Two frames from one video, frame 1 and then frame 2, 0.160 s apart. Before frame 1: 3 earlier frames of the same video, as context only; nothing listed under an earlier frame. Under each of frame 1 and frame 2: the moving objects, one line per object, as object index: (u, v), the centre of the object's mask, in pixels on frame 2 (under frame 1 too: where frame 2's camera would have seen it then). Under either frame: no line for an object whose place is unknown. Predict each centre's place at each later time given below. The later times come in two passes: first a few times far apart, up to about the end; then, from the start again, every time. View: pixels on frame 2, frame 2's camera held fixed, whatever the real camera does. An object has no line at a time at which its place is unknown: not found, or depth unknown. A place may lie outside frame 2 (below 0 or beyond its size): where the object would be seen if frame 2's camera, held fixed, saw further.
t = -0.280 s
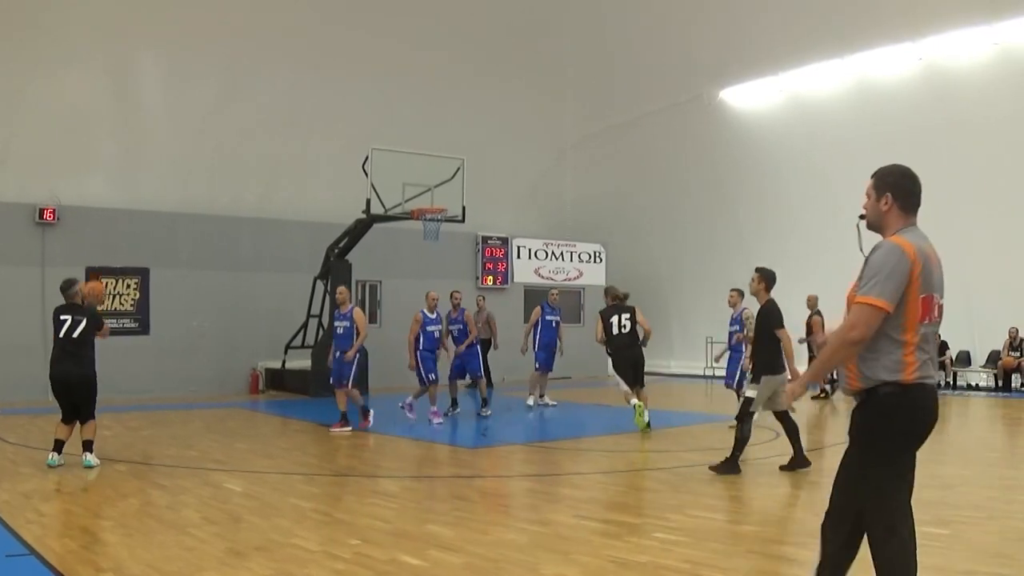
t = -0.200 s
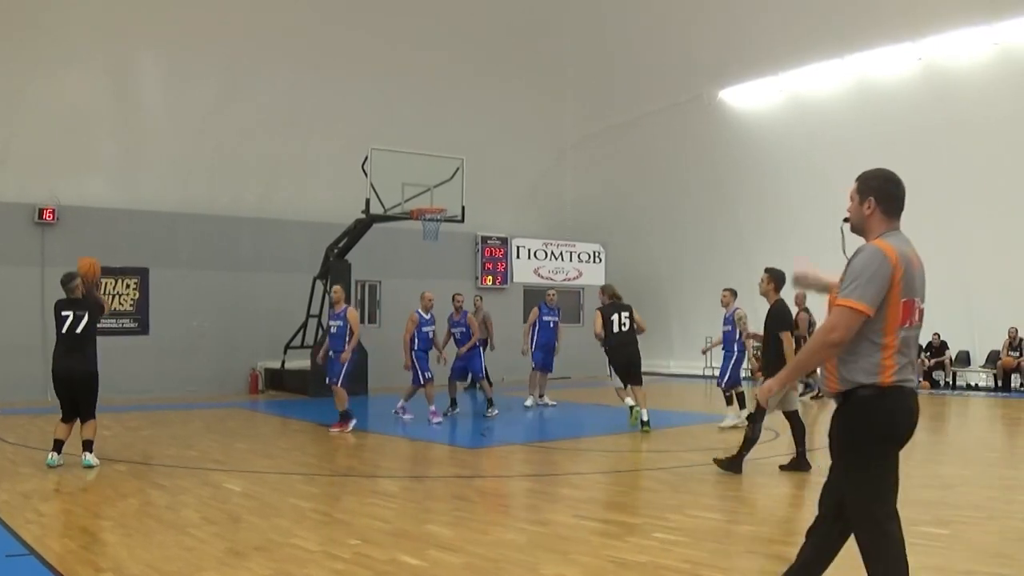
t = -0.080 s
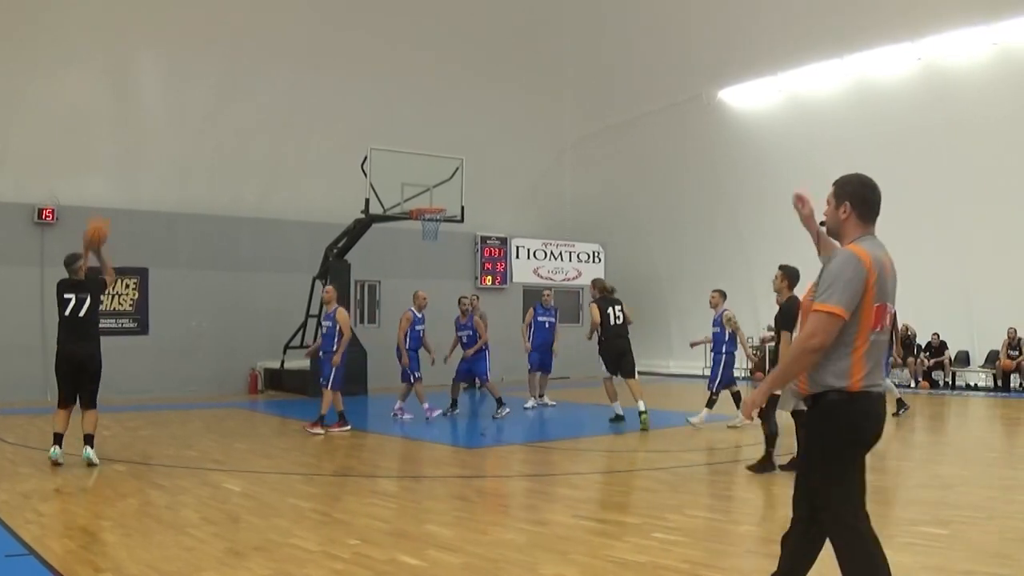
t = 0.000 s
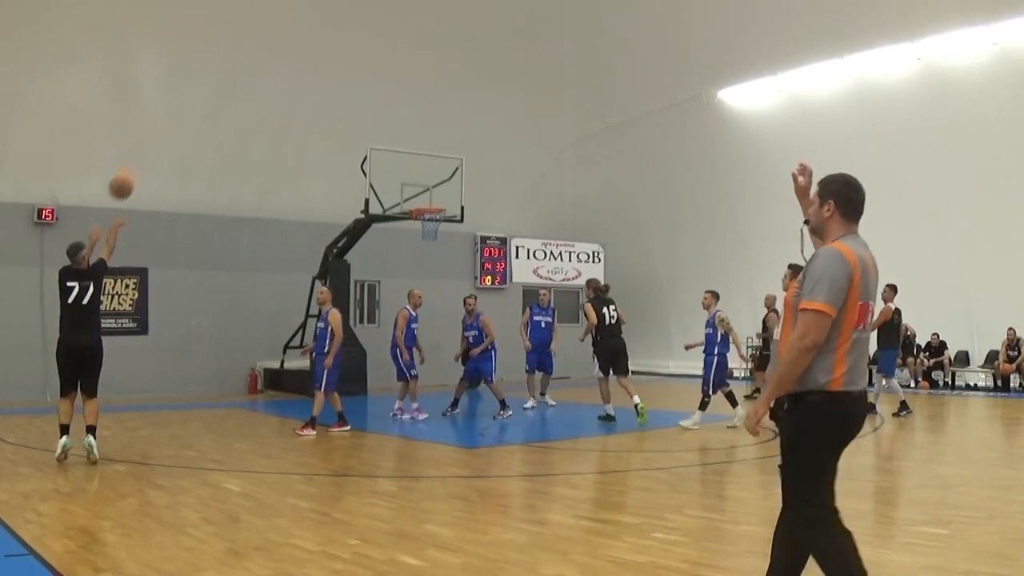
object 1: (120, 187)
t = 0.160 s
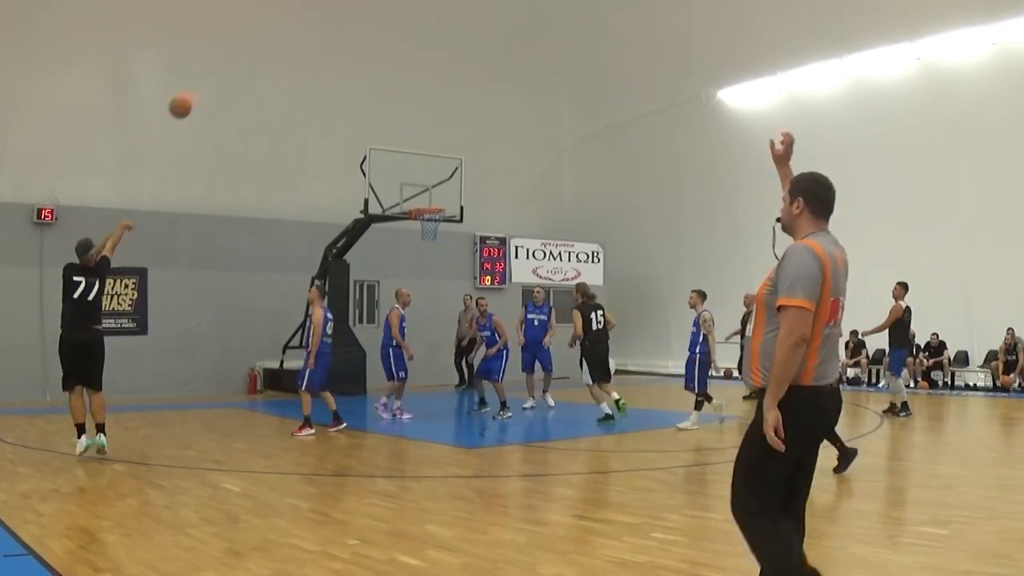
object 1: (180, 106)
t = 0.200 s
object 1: (193, 92)
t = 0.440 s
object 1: (265, 42)
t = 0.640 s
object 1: (314, 38)
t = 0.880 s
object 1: (362, 72)
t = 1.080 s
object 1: (396, 124)
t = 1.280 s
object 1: (426, 197)
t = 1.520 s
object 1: (432, 232)
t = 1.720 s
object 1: (430, 268)
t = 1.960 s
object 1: (428, 343)
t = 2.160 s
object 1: (422, 378)
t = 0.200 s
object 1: (193, 92)
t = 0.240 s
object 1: (207, 79)
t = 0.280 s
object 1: (220, 68)
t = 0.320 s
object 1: (232, 59)
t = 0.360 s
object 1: (243, 52)
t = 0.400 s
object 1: (255, 46)
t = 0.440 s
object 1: (265, 42)
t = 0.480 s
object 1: (276, 39)
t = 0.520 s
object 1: (285, 37)
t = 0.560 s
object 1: (296, 36)
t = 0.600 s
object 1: (305, 37)
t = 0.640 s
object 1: (314, 38)
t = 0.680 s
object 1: (323, 41)
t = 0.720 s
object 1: (331, 45)
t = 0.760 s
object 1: (339, 51)
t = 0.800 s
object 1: (347, 57)
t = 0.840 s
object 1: (355, 63)
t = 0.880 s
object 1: (362, 72)
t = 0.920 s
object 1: (369, 80)
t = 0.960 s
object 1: (376, 90)
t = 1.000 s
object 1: (383, 100)
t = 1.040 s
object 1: (390, 112)
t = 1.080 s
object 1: (396, 124)
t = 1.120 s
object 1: (402, 137)
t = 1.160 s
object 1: (408, 151)
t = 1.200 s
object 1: (414, 165)
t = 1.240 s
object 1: (420, 180)
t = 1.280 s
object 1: (426, 197)
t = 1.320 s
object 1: (431, 213)
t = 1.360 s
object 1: (434, 223)
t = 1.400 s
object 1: (434, 224)
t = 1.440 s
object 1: (434, 225)
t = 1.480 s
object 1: (433, 229)
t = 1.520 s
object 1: (432, 232)
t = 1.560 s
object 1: (432, 238)
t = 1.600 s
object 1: (431, 243)
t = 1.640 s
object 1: (431, 251)
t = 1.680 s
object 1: (431, 259)
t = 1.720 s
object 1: (430, 268)
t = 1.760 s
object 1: (429, 278)
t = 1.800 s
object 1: (429, 289)
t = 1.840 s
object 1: (429, 301)
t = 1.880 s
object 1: (429, 314)
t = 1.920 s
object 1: (429, 328)
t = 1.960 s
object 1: (428, 343)
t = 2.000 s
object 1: (427, 359)
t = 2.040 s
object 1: (427, 374)
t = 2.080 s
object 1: (426, 392)
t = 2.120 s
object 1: (425, 391)
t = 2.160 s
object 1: (422, 378)
